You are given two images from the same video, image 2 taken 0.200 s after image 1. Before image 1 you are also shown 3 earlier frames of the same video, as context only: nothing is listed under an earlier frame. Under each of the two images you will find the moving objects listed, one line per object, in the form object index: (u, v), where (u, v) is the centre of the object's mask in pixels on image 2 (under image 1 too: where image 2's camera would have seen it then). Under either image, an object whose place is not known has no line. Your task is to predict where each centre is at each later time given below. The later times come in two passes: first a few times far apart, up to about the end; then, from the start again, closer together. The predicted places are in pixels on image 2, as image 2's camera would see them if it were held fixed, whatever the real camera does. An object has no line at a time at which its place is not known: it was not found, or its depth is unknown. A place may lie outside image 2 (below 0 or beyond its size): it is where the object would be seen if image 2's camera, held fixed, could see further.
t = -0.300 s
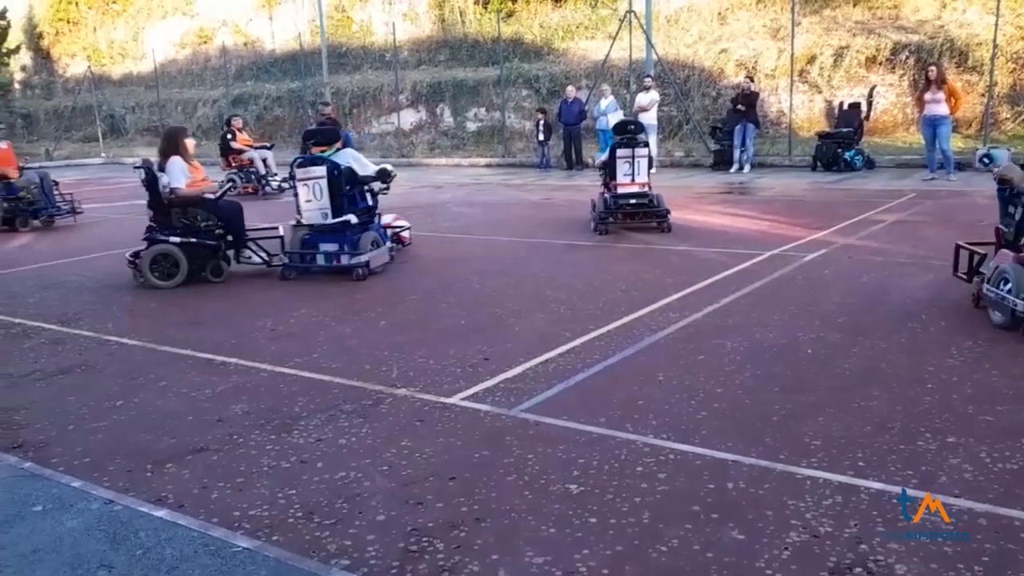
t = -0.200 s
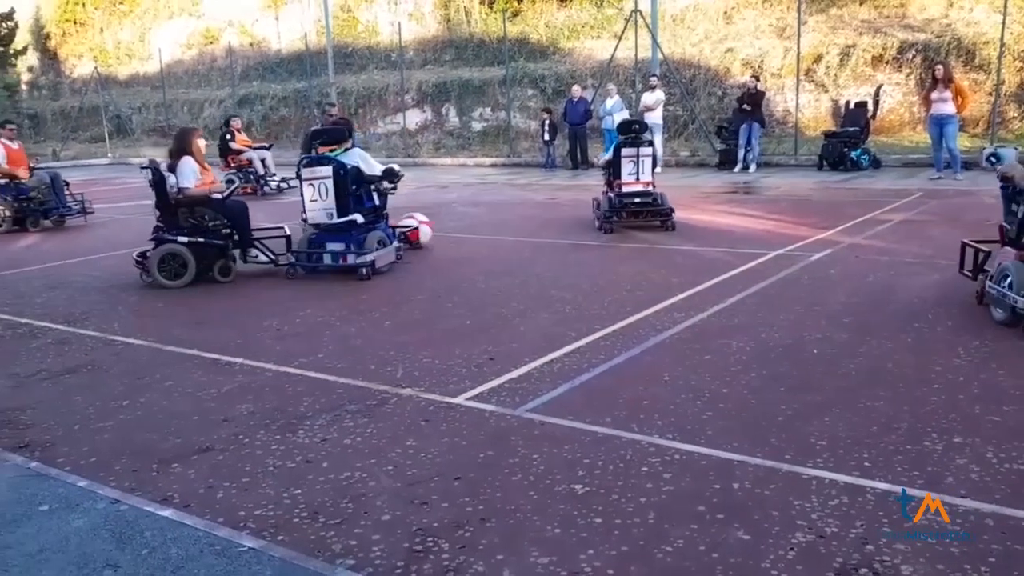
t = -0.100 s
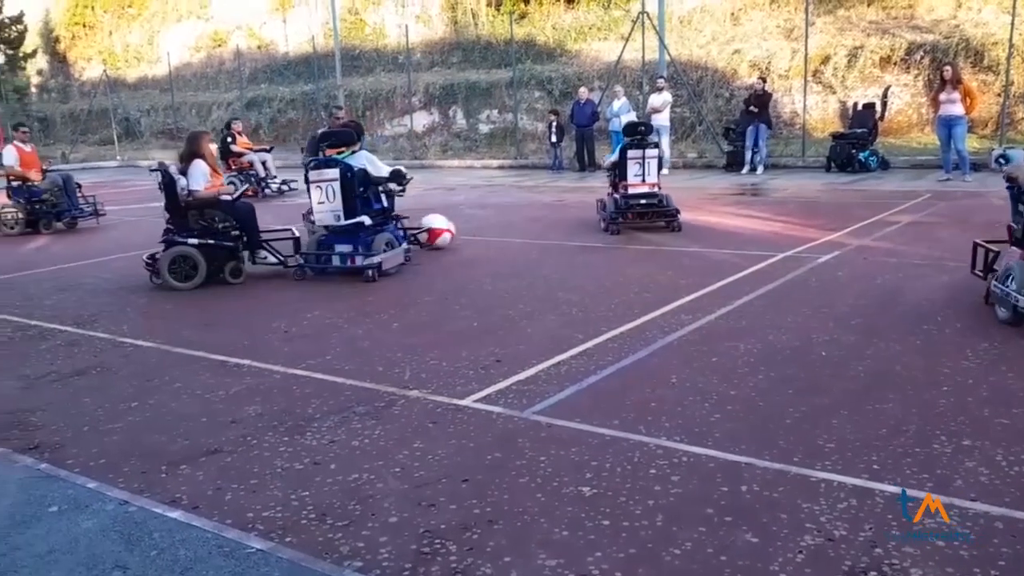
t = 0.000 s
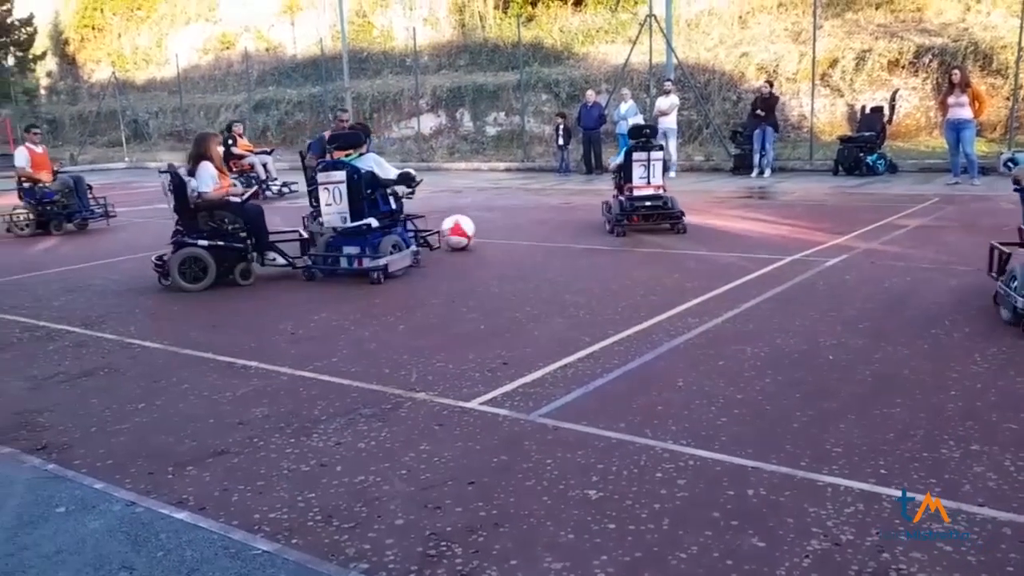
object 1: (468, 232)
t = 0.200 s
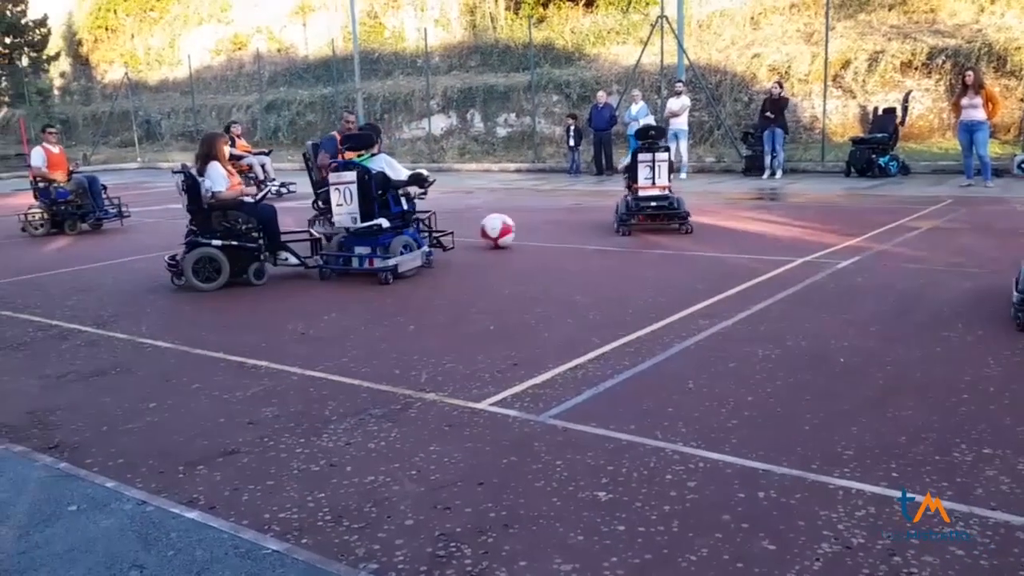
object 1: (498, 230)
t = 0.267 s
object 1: (507, 230)
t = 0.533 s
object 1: (544, 227)
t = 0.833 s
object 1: (582, 224)
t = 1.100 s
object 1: (616, 222)
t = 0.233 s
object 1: (503, 230)
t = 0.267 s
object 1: (507, 230)
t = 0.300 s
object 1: (512, 229)
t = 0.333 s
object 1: (516, 229)
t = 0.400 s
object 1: (525, 228)
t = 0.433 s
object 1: (530, 228)
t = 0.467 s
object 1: (535, 228)
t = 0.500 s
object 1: (539, 228)
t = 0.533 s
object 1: (544, 227)
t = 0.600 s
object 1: (553, 225)
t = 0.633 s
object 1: (557, 226)
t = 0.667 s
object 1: (561, 226)
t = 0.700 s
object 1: (565, 226)
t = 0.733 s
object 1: (569, 225)
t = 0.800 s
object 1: (578, 224)
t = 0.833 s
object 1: (582, 224)
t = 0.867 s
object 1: (587, 224)
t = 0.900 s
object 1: (591, 223)
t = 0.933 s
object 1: (595, 223)
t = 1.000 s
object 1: (604, 222)
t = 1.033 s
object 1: (608, 222)
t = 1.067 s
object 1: (612, 222)
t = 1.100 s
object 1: (616, 222)
